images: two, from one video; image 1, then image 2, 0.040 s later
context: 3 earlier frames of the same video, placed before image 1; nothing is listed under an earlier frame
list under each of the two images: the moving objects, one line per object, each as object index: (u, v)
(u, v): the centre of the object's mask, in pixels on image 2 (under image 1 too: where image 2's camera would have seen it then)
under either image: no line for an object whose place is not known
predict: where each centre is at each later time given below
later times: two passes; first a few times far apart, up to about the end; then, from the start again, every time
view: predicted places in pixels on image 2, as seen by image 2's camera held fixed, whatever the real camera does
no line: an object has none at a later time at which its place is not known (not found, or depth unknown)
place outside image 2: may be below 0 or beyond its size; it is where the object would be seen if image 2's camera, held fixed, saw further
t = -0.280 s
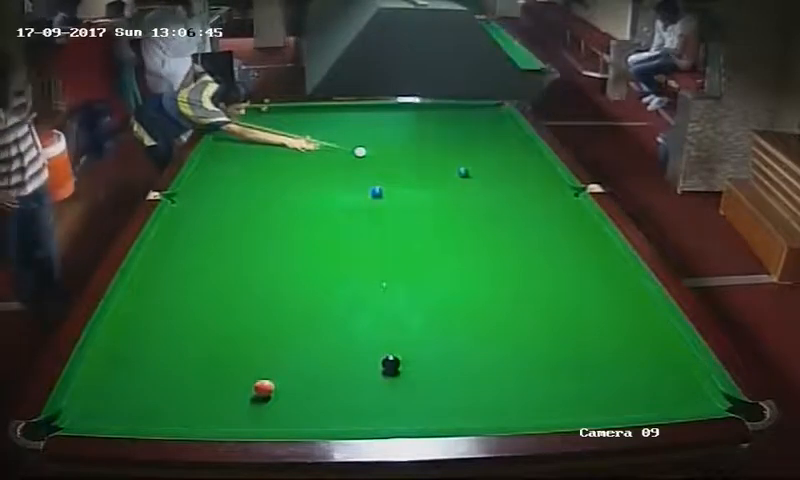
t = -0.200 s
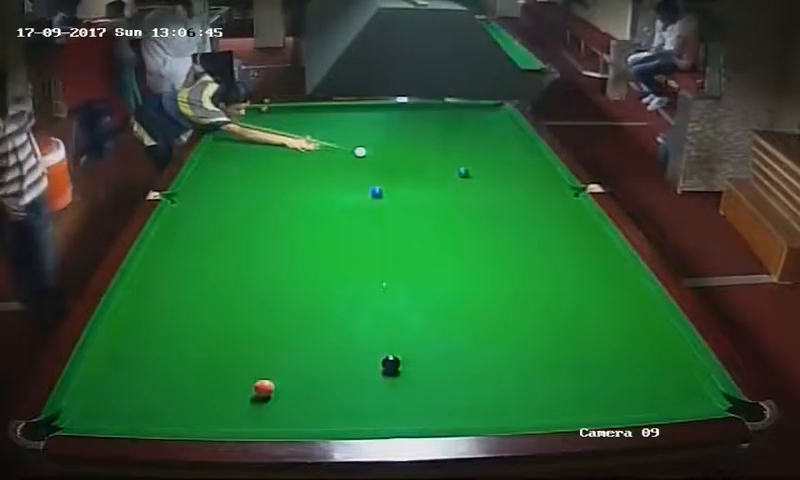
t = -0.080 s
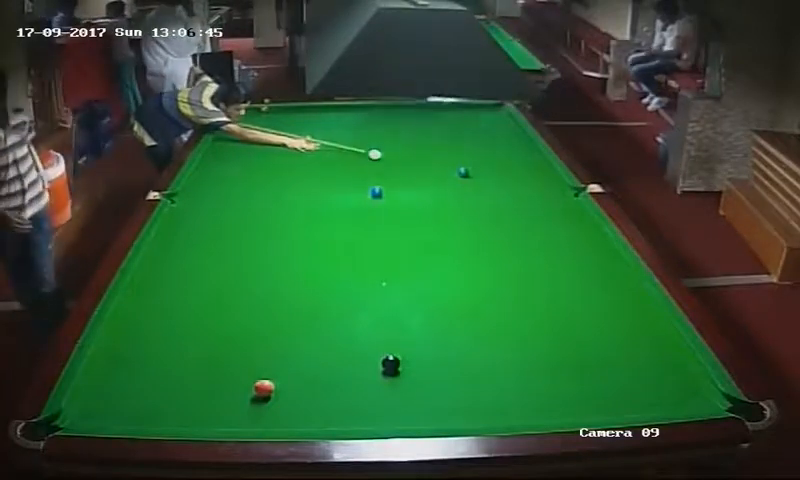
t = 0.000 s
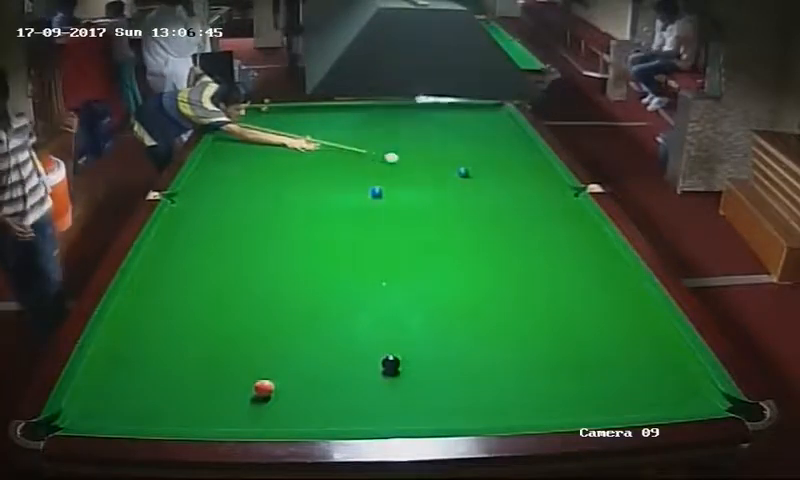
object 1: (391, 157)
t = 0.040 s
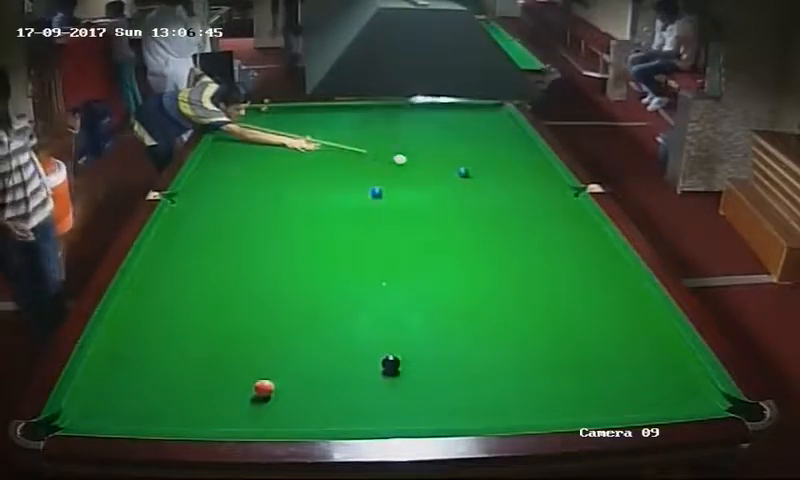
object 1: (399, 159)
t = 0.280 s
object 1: (451, 169)
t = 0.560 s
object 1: (460, 174)
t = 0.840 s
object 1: (470, 179)
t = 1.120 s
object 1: (479, 184)
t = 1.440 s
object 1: (488, 188)
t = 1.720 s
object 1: (496, 192)
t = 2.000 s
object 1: (501, 195)
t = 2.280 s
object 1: (506, 198)
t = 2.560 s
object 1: (510, 200)
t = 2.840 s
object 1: (512, 201)
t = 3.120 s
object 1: (513, 202)
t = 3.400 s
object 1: (513, 202)
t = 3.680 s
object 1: (513, 202)
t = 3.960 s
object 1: (513, 202)
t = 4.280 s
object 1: (513, 202)
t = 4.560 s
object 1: (513, 202)
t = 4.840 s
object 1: (513, 202)
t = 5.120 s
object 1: (513, 202)
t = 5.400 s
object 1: (513, 202)
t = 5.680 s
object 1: (513, 202)
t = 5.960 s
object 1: (513, 202)
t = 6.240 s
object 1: (513, 202)
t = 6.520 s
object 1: (513, 202)
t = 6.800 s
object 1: (513, 202)
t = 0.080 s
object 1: (407, 160)
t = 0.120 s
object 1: (416, 162)
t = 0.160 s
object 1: (424, 165)
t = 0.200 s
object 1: (433, 166)
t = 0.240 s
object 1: (442, 168)
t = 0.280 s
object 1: (451, 169)
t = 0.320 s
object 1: (452, 171)
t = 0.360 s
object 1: (453, 171)
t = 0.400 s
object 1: (454, 172)
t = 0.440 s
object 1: (456, 172)
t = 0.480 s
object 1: (457, 173)
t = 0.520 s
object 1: (459, 174)
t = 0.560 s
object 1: (460, 174)
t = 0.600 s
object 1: (462, 175)
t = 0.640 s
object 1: (464, 176)
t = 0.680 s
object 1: (465, 177)
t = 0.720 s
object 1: (466, 178)
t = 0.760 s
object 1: (467, 178)
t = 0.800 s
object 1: (469, 179)
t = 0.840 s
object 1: (470, 179)
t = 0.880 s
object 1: (471, 180)
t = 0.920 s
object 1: (473, 181)
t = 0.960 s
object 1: (474, 181)
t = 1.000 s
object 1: (475, 182)
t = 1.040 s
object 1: (477, 183)
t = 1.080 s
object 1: (478, 183)
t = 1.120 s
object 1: (479, 184)
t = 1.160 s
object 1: (480, 184)
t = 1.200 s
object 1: (482, 185)
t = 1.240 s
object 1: (483, 186)
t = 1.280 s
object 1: (484, 186)
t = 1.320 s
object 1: (485, 187)
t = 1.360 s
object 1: (486, 187)
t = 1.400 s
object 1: (487, 188)
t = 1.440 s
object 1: (488, 188)
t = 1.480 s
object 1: (489, 189)
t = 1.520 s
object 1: (490, 189)
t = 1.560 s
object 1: (492, 190)
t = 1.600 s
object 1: (492, 191)
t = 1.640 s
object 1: (494, 191)
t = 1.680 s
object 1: (495, 192)
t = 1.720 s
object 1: (496, 192)
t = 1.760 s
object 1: (496, 193)
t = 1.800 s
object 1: (497, 193)
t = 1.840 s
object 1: (498, 194)
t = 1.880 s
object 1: (499, 194)
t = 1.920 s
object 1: (500, 194)
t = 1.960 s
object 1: (501, 195)
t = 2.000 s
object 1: (501, 195)
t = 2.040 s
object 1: (502, 196)
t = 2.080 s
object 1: (503, 196)
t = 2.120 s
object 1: (504, 196)
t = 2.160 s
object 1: (504, 197)
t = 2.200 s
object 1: (505, 197)
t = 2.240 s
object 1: (506, 197)
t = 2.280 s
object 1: (506, 198)
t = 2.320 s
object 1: (507, 198)
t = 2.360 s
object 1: (508, 198)
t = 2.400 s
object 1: (508, 199)
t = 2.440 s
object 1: (509, 199)
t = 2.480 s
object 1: (509, 199)
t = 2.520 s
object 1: (509, 200)
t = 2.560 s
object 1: (510, 200)
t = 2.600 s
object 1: (510, 200)
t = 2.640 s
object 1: (510, 200)
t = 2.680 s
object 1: (511, 201)
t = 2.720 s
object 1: (511, 201)
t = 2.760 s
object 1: (511, 201)
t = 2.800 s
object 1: (511, 201)
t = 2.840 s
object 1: (512, 201)
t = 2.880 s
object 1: (512, 201)
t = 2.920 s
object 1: (512, 201)
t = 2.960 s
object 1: (512, 202)
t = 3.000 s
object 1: (512, 202)
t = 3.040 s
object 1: (512, 202)
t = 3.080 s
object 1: (512, 202)
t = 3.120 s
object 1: (513, 202)
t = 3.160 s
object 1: (513, 202)
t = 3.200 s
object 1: (513, 202)
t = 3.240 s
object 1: (513, 202)
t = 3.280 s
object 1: (513, 202)
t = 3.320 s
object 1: (513, 202)
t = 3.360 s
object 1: (513, 202)
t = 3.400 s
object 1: (513, 202)
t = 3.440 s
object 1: (513, 202)
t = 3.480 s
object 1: (513, 202)
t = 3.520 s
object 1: (513, 202)
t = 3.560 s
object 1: (513, 202)
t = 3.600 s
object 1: (513, 202)
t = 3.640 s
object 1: (513, 202)
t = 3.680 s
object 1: (513, 202)
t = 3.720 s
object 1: (513, 202)
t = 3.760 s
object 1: (513, 202)
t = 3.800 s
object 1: (513, 202)
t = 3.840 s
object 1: (513, 202)
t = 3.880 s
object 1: (513, 202)
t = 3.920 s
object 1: (513, 202)
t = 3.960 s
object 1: (513, 202)
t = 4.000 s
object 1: (513, 202)
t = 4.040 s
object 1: (513, 202)
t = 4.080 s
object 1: (513, 202)
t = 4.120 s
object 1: (513, 202)
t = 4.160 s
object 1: (513, 202)
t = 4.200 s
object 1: (513, 202)
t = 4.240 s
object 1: (513, 202)
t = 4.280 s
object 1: (513, 202)
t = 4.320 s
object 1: (513, 202)
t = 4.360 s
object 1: (513, 202)
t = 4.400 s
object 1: (513, 202)
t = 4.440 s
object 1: (513, 202)
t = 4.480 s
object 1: (513, 202)
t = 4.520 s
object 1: (513, 202)
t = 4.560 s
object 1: (513, 202)
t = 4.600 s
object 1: (512, 202)
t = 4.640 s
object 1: (513, 202)
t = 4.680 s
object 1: (513, 202)
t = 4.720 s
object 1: (512, 202)
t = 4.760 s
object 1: (513, 202)
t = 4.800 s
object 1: (513, 202)
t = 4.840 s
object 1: (513, 202)
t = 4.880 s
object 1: (513, 202)
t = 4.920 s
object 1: (513, 202)
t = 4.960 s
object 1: (513, 202)
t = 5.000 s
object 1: (513, 202)
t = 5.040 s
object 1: (513, 202)
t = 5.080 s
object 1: (513, 202)
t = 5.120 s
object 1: (513, 202)
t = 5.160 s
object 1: (513, 202)
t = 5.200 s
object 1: (513, 202)
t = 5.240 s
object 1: (513, 202)
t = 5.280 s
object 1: (513, 202)
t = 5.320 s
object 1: (513, 202)
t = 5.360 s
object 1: (513, 202)
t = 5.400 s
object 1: (513, 202)
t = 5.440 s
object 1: (513, 202)
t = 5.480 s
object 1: (513, 202)
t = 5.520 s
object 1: (513, 202)
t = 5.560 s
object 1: (513, 202)
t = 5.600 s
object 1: (513, 202)
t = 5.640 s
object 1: (513, 202)
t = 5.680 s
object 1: (513, 202)
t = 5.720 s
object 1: (513, 202)
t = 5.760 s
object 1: (513, 202)
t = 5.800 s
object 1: (513, 202)
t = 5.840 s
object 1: (513, 202)
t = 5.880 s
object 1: (513, 202)
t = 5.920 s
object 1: (513, 202)
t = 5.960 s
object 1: (513, 202)
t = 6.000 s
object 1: (513, 202)
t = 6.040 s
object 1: (513, 202)
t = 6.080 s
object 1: (513, 202)
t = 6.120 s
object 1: (513, 202)
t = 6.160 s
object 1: (513, 202)
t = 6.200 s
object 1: (513, 202)
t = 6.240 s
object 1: (513, 202)
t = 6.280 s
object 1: (513, 202)
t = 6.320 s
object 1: (513, 202)
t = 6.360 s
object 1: (513, 202)
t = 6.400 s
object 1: (513, 202)
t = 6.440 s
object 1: (513, 202)
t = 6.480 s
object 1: (513, 202)
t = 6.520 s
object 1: (513, 202)
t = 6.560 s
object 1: (513, 202)
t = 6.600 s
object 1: (513, 202)
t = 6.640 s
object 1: (513, 202)
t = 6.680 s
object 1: (513, 202)
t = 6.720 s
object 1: (513, 202)
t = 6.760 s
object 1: (513, 202)
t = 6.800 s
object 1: (513, 202)
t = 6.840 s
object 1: (513, 202)
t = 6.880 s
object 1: (513, 202)
